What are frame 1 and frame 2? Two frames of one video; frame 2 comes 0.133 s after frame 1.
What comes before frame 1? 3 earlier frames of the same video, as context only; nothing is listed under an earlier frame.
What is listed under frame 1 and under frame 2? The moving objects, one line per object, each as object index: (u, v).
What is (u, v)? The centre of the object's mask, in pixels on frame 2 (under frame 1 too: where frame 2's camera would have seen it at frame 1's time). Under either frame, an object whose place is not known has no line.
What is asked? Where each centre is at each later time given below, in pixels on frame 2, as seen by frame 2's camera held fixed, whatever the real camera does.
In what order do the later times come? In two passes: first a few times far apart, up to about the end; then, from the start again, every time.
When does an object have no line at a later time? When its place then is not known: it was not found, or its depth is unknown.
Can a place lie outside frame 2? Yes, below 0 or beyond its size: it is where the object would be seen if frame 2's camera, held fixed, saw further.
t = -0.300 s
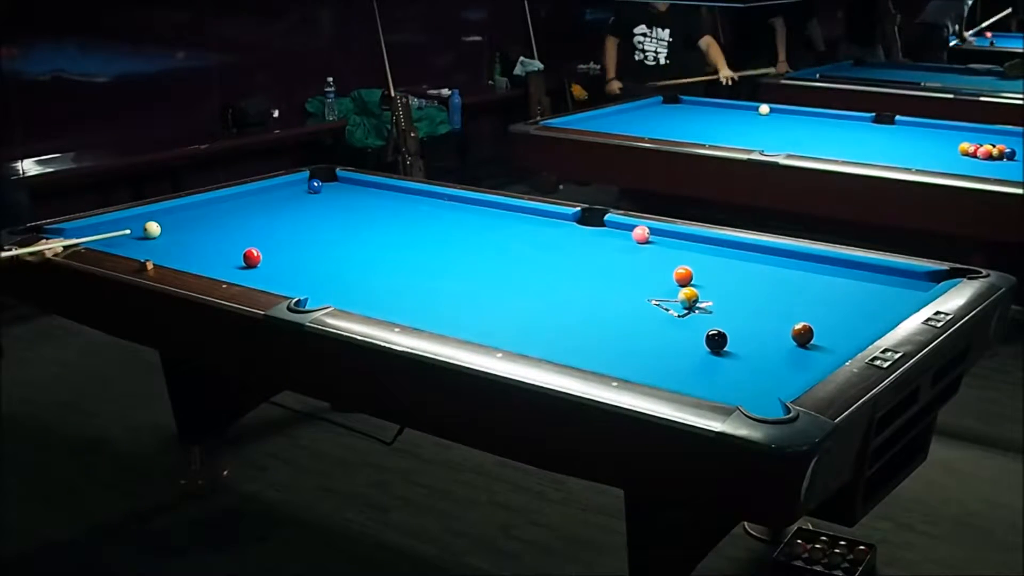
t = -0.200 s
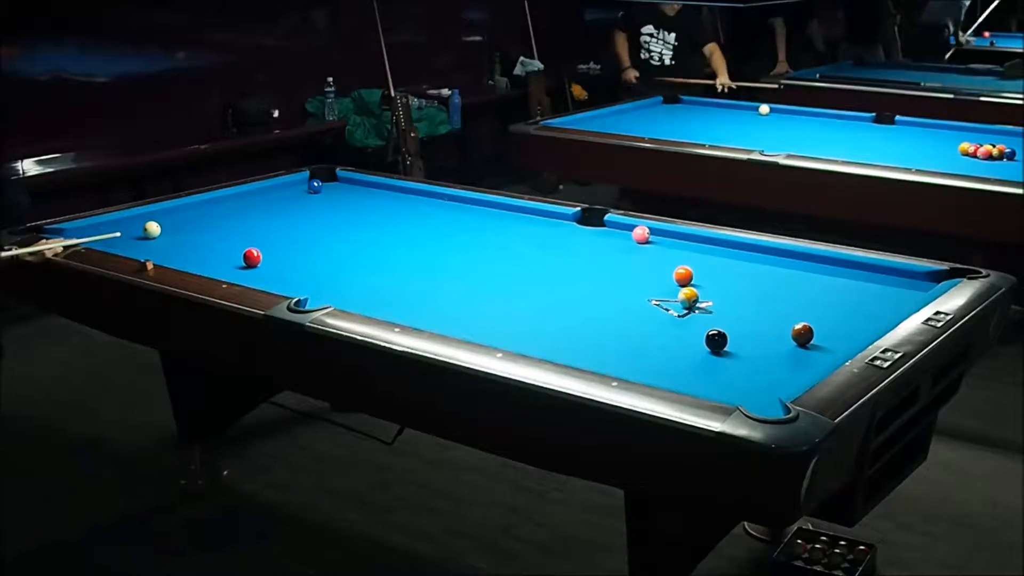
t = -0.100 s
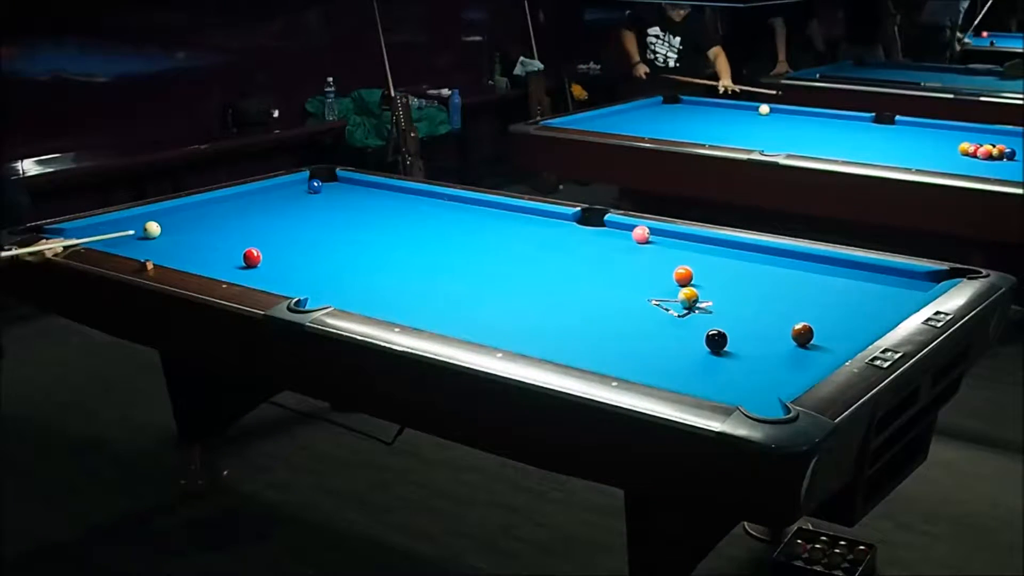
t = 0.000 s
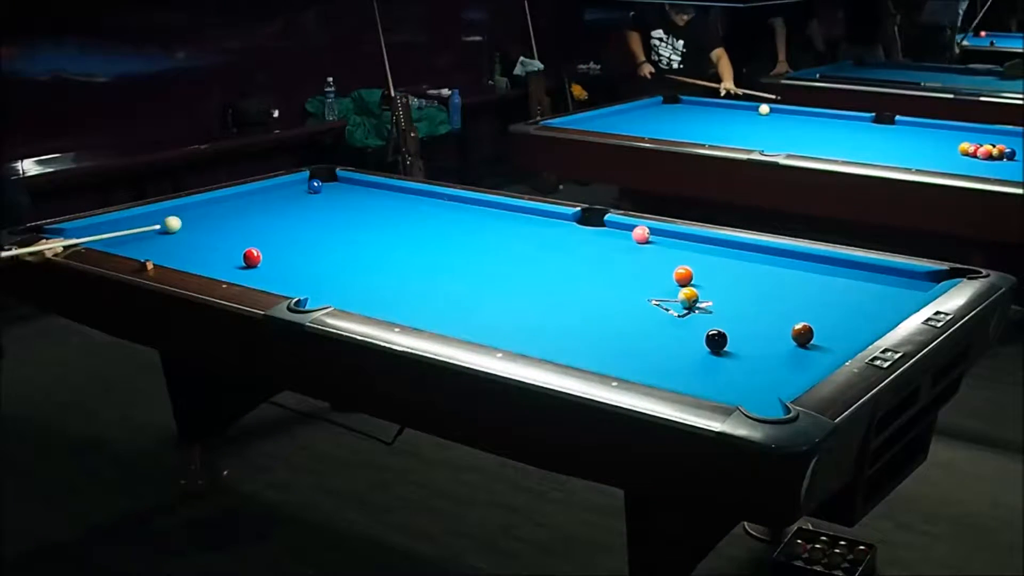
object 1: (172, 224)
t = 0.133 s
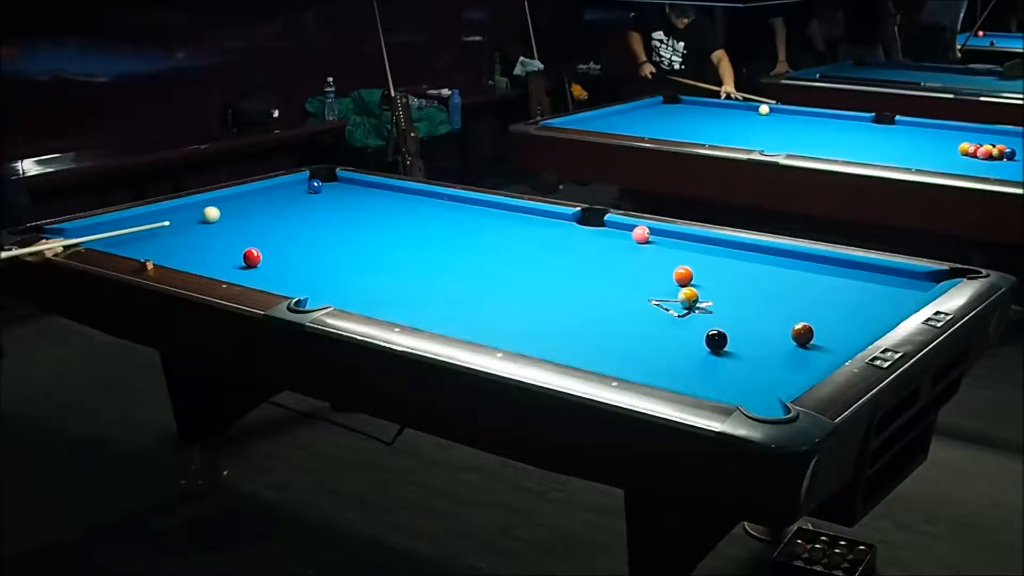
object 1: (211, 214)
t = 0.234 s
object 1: (237, 208)
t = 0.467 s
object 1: (294, 193)
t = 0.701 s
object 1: (335, 188)
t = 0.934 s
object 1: (370, 186)
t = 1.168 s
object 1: (379, 189)
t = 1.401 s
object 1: (382, 194)
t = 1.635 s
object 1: (385, 199)
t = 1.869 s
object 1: (387, 204)
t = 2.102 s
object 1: (390, 209)
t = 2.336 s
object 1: (393, 213)
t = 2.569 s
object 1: (395, 218)
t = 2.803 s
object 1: (398, 222)
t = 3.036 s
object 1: (401, 226)
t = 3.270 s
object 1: (403, 230)
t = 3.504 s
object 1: (405, 233)
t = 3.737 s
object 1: (408, 237)
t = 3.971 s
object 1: (410, 240)
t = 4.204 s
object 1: (411, 242)
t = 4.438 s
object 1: (413, 245)
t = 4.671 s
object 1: (414, 247)
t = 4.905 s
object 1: (414, 249)
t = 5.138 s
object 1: (415, 251)
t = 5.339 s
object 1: (414, 252)
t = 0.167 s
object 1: (220, 212)
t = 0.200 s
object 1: (229, 210)
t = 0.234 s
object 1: (237, 208)
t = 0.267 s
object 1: (246, 205)
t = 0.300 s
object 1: (254, 203)
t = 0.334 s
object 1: (262, 201)
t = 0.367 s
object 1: (270, 199)
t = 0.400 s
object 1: (278, 197)
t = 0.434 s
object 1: (286, 195)
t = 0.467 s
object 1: (294, 193)
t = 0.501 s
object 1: (301, 192)
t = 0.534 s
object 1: (308, 190)
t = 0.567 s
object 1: (314, 189)
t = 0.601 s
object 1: (319, 189)
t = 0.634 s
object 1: (324, 189)
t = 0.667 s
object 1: (329, 188)
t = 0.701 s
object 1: (335, 188)
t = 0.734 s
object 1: (340, 188)
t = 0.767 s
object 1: (345, 187)
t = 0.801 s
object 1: (350, 187)
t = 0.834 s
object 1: (355, 187)
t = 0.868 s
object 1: (360, 187)
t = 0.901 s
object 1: (365, 186)
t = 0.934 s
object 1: (370, 186)
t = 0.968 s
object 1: (375, 185)
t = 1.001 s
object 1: (378, 186)
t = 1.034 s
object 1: (378, 186)
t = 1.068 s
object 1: (378, 187)
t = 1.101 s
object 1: (379, 188)
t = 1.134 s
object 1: (379, 189)
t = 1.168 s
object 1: (379, 189)
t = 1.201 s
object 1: (380, 190)
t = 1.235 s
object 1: (380, 191)
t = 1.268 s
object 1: (381, 191)
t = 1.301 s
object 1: (381, 192)
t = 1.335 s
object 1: (382, 193)
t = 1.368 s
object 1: (382, 193)
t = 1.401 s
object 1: (382, 194)
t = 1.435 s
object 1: (383, 195)
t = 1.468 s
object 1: (383, 195)
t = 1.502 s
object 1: (383, 196)
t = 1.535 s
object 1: (384, 197)
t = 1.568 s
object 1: (384, 198)
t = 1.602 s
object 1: (384, 198)
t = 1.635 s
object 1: (385, 199)
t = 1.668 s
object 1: (385, 200)
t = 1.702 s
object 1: (385, 201)
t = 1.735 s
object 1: (386, 201)
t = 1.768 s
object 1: (387, 202)
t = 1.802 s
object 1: (387, 203)
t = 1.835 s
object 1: (387, 203)
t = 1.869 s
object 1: (387, 204)
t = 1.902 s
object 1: (388, 205)
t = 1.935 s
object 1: (388, 205)
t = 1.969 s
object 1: (389, 206)
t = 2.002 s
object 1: (389, 207)
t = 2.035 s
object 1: (390, 207)
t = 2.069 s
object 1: (390, 208)
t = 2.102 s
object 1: (390, 209)
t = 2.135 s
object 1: (390, 209)
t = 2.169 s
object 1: (391, 210)
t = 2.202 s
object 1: (391, 211)
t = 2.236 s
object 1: (391, 211)
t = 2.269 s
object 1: (392, 212)
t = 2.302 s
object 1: (392, 213)
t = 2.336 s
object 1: (393, 213)
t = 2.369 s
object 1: (393, 214)
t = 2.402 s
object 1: (393, 215)
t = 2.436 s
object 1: (394, 215)
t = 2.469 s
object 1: (394, 216)
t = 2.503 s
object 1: (394, 216)
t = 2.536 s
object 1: (395, 217)
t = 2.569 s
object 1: (395, 218)
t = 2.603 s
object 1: (396, 218)
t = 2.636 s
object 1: (396, 219)
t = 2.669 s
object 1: (396, 220)
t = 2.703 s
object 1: (397, 220)
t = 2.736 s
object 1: (397, 221)
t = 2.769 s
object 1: (398, 221)
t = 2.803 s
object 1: (398, 222)
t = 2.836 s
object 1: (398, 222)
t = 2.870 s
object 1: (399, 223)
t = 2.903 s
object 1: (399, 224)
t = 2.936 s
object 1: (399, 224)
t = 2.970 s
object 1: (400, 225)
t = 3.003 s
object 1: (400, 225)
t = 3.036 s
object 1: (401, 226)
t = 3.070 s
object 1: (401, 226)
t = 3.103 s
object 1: (401, 227)
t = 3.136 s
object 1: (402, 228)
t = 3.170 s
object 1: (402, 228)
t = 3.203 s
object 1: (402, 229)
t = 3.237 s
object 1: (402, 229)
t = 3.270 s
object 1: (403, 230)
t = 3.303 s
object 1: (403, 230)
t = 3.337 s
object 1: (403, 231)
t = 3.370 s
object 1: (404, 231)
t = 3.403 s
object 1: (404, 232)
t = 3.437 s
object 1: (405, 232)
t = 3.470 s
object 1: (405, 233)
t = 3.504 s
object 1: (405, 233)
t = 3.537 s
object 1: (406, 234)
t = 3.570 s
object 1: (406, 234)
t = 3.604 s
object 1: (406, 235)
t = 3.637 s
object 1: (407, 235)
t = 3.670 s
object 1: (407, 236)
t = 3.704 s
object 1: (407, 236)
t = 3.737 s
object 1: (408, 237)
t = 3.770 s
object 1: (408, 237)
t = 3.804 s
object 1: (408, 238)
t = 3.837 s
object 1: (408, 238)
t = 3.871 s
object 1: (409, 239)
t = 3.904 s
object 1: (409, 239)
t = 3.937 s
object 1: (409, 239)
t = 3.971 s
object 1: (410, 240)
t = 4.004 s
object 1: (410, 240)
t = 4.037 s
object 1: (410, 240)
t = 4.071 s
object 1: (410, 241)
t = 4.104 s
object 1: (411, 241)
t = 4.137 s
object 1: (411, 242)
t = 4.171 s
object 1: (411, 242)
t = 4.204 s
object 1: (411, 242)
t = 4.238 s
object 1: (411, 243)
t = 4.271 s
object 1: (412, 243)
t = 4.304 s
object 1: (412, 244)
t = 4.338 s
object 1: (412, 244)
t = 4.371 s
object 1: (412, 244)
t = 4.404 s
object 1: (412, 245)
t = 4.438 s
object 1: (413, 245)
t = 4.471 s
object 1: (413, 245)
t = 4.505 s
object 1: (413, 245)
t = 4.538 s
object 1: (413, 246)
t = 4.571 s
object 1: (413, 246)
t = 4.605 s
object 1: (414, 246)
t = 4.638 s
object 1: (414, 247)
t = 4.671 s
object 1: (414, 247)
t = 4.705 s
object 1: (414, 247)
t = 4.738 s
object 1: (414, 248)
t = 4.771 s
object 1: (414, 248)
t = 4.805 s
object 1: (414, 248)
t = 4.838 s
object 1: (414, 248)
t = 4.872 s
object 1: (414, 249)
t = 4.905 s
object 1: (414, 249)
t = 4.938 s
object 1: (415, 249)
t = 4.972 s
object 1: (414, 250)
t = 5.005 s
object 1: (415, 250)
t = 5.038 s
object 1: (414, 250)
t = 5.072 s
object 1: (415, 250)
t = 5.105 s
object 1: (415, 251)
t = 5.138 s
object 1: (415, 251)
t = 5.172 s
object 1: (414, 251)
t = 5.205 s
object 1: (414, 251)
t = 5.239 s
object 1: (414, 251)
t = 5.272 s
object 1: (414, 252)
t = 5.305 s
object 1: (414, 252)
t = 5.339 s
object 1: (414, 252)
